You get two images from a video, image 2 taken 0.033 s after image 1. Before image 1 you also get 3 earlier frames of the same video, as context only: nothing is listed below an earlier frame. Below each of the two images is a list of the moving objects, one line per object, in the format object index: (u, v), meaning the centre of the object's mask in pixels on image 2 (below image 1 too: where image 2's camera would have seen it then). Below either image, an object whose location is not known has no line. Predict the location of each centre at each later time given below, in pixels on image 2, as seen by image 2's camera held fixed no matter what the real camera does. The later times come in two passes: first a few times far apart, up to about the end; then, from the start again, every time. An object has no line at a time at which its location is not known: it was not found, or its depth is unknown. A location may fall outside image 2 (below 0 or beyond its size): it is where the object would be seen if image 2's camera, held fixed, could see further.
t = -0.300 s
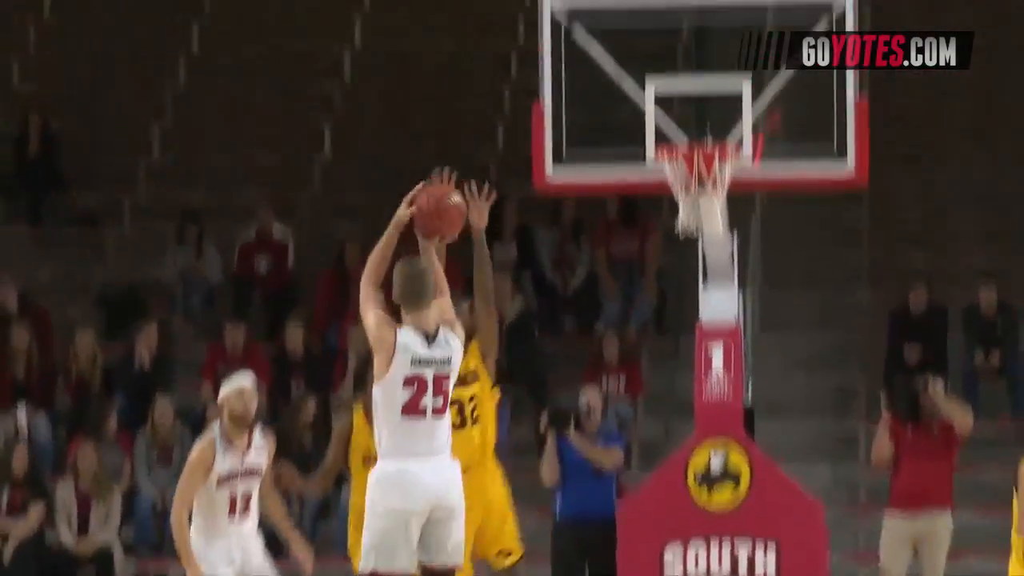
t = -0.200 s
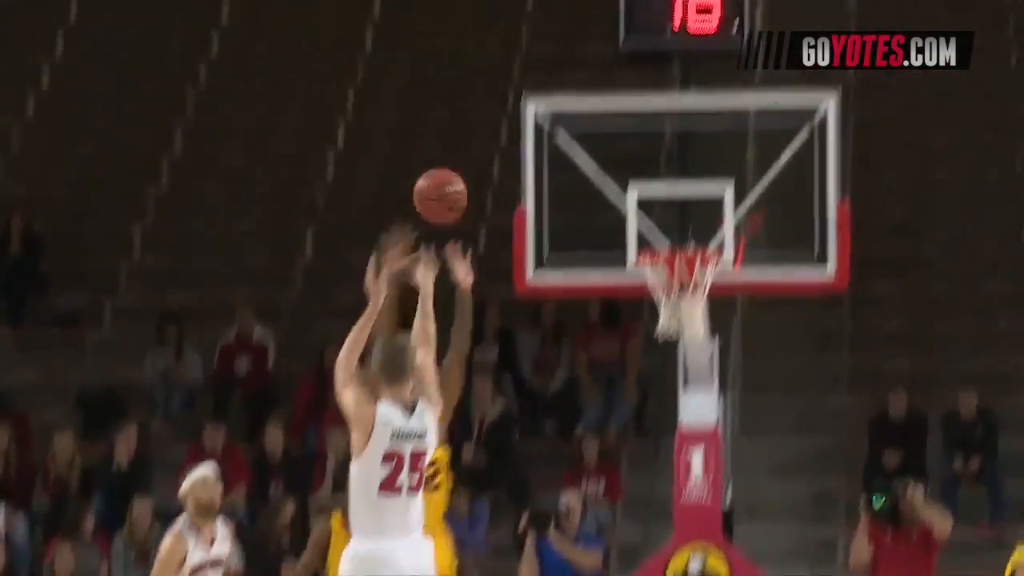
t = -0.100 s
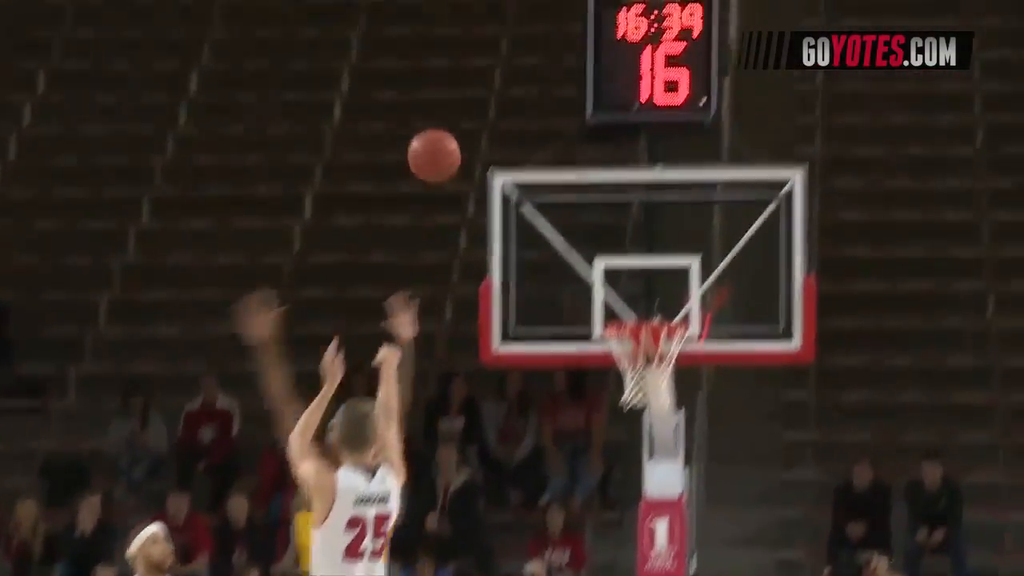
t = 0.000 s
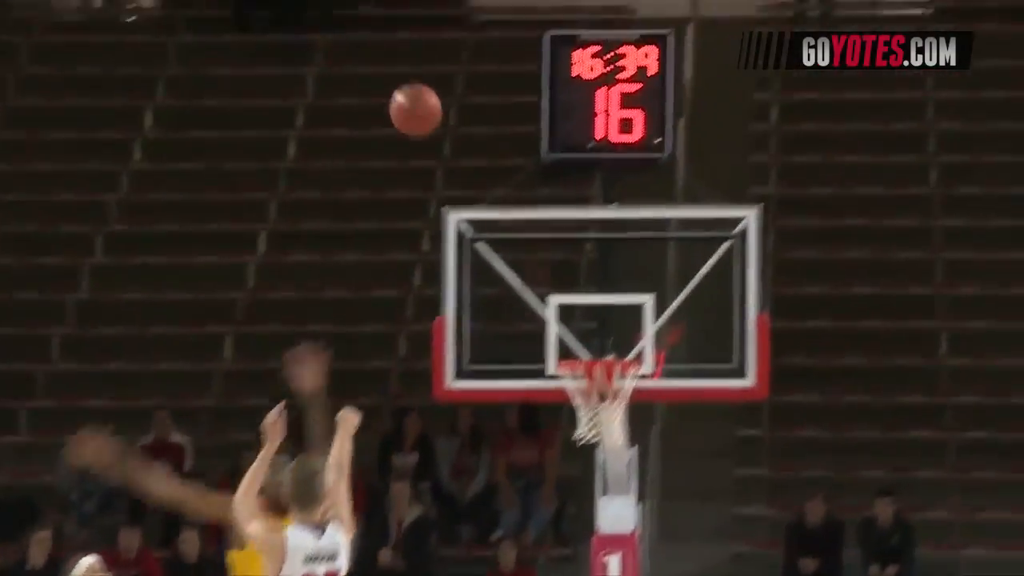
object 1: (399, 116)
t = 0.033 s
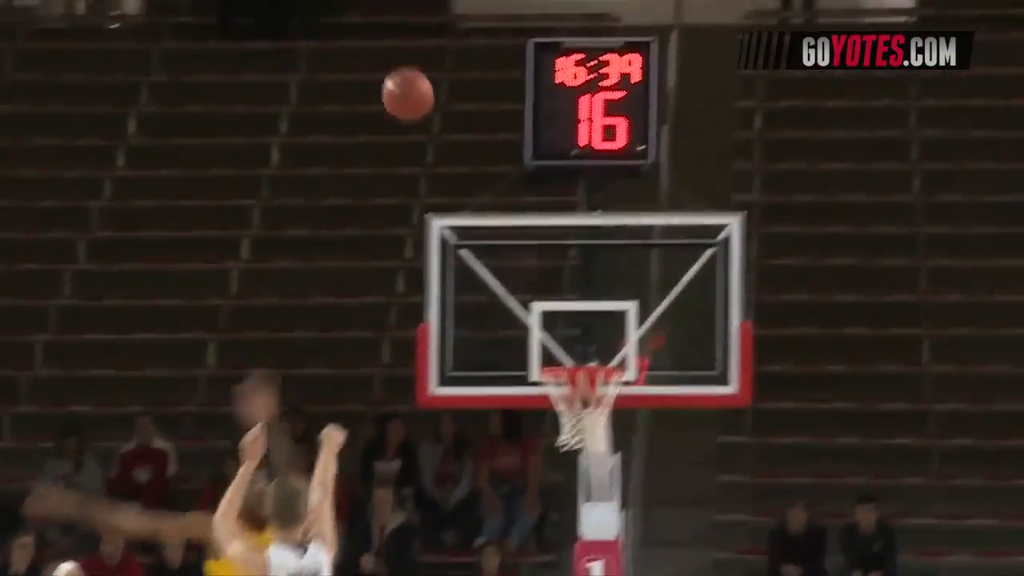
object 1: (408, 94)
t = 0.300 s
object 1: (467, 13)
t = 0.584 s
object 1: (523, 56)
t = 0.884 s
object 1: (576, 261)
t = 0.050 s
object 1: (412, 84)
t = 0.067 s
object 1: (416, 74)
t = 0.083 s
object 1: (420, 66)
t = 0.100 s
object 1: (424, 57)
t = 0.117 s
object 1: (428, 50)
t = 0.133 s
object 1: (432, 43)
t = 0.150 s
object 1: (435, 37)
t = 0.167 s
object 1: (439, 31)
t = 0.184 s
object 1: (443, 25)
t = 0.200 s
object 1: (446, 20)
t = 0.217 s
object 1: (450, 17)
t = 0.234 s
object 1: (453, 15)
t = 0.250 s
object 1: (457, 13)
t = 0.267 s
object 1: (460, 13)
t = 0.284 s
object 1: (464, 13)
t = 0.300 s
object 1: (467, 13)
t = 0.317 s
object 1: (470, 13)
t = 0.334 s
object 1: (474, 13)
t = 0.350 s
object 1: (476, 15)
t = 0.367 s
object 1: (481, 16)
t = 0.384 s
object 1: (484, 17)
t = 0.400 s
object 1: (488, 19)
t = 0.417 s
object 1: (491, 21)
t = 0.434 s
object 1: (495, 23)
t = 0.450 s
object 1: (498, 26)
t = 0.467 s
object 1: (502, 28)
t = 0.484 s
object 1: (505, 30)
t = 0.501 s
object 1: (509, 33)
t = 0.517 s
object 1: (513, 35)
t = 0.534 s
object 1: (515, 38)
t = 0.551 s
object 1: (517, 42)
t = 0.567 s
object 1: (520, 49)
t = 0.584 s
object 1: (523, 56)
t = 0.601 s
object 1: (526, 64)
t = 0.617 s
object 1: (529, 72)
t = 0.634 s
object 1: (531, 81)
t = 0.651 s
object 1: (535, 90)
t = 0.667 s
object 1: (537, 100)
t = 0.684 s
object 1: (541, 110)
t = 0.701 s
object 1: (543, 120)
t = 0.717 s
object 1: (547, 131)
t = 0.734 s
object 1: (549, 141)
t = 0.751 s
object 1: (552, 153)
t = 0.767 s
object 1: (555, 165)
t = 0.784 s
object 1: (559, 178)
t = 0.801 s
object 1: (561, 190)
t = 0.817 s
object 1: (564, 202)
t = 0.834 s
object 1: (567, 217)
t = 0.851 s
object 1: (570, 232)
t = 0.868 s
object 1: (574, 247)
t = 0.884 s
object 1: (576, 261)
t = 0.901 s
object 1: (579, 276)
